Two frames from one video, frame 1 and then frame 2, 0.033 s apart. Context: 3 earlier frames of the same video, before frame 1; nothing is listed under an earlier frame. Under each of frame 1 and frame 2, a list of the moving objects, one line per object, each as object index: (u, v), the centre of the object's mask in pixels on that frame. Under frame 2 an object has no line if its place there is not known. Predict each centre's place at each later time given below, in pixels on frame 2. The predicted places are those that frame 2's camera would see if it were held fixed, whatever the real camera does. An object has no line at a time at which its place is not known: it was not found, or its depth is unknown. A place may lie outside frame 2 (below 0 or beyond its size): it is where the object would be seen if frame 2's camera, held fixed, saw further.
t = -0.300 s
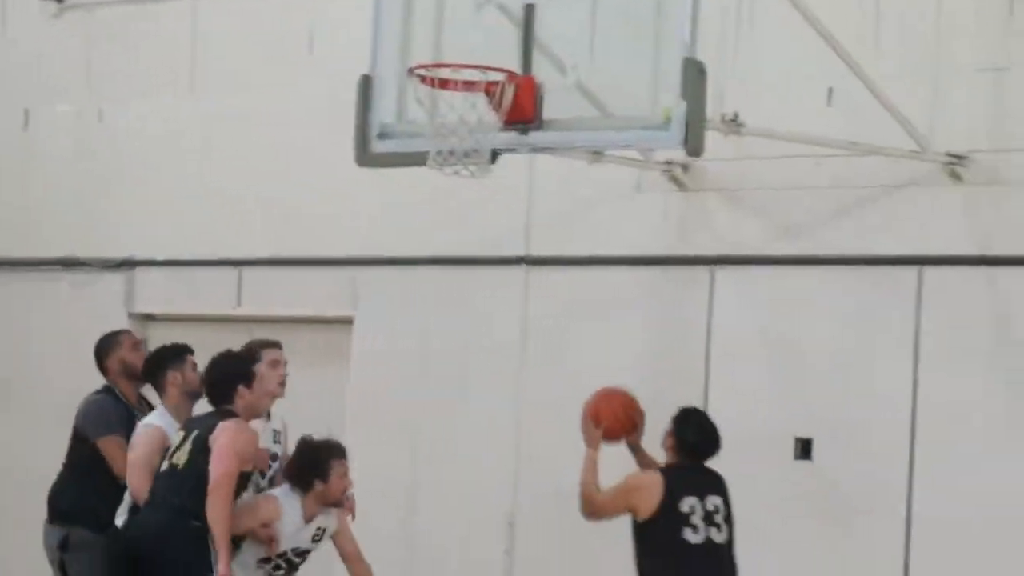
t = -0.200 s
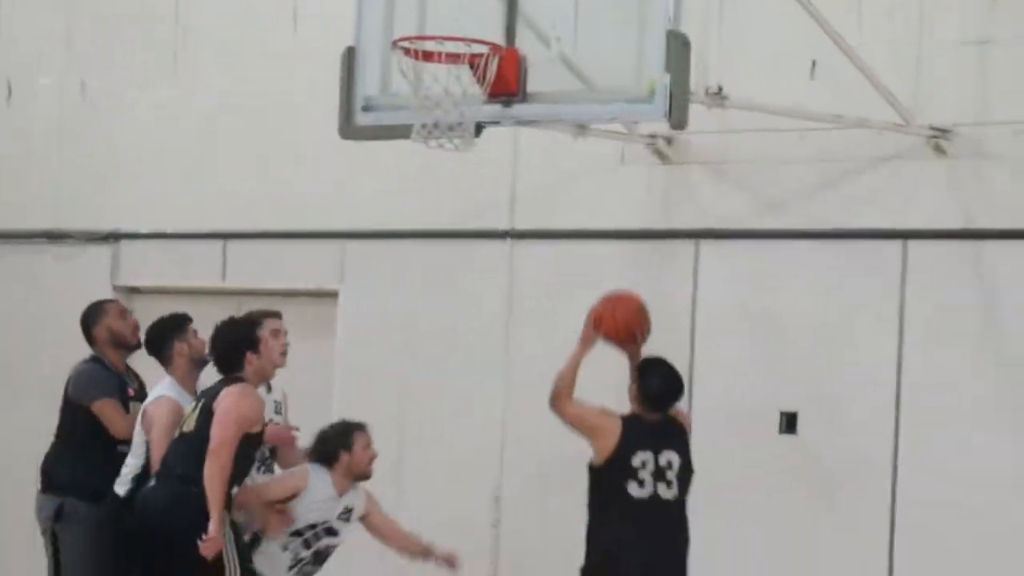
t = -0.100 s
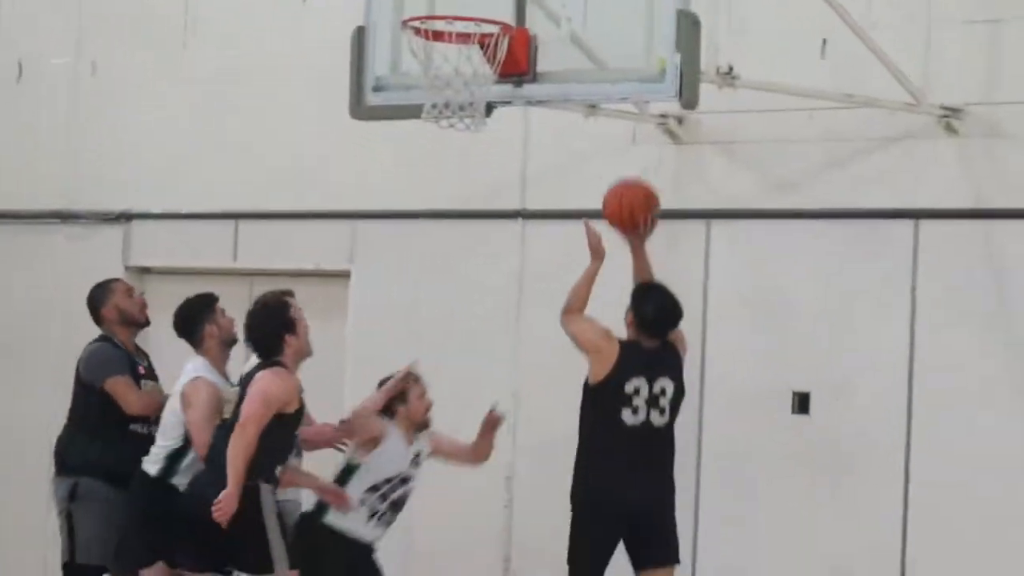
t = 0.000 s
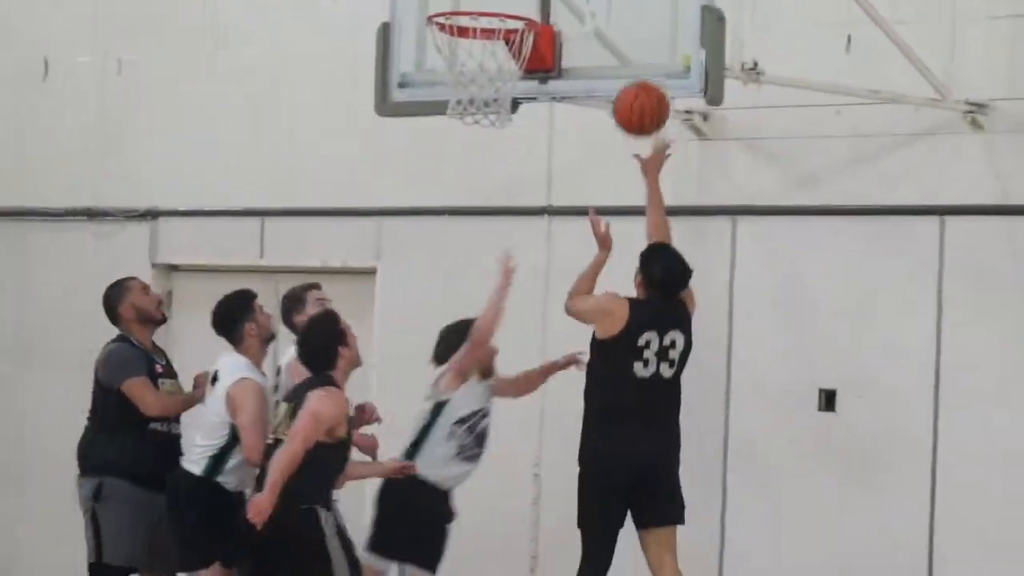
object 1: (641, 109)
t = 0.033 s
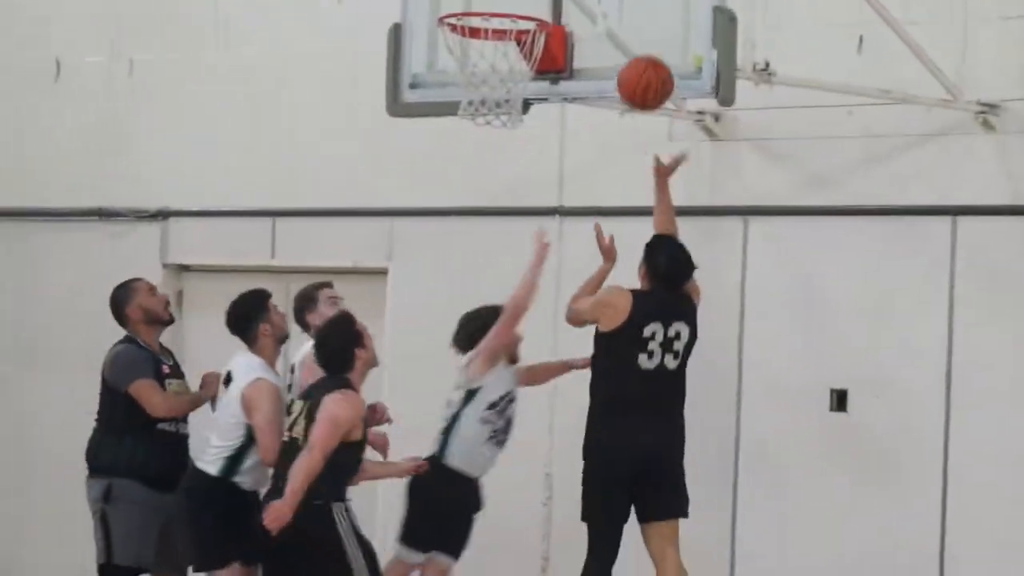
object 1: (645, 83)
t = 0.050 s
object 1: (641, 71)
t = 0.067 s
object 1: (638, 60)
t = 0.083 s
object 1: (635, 49)
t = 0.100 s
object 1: (631, 39)
